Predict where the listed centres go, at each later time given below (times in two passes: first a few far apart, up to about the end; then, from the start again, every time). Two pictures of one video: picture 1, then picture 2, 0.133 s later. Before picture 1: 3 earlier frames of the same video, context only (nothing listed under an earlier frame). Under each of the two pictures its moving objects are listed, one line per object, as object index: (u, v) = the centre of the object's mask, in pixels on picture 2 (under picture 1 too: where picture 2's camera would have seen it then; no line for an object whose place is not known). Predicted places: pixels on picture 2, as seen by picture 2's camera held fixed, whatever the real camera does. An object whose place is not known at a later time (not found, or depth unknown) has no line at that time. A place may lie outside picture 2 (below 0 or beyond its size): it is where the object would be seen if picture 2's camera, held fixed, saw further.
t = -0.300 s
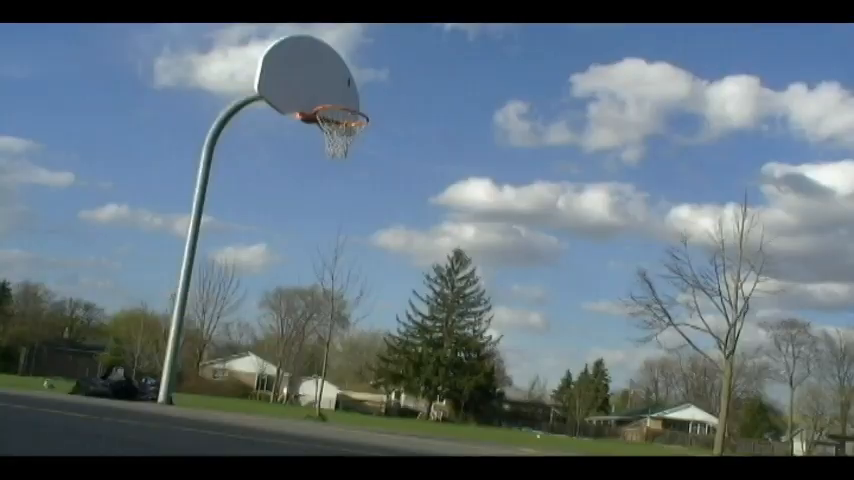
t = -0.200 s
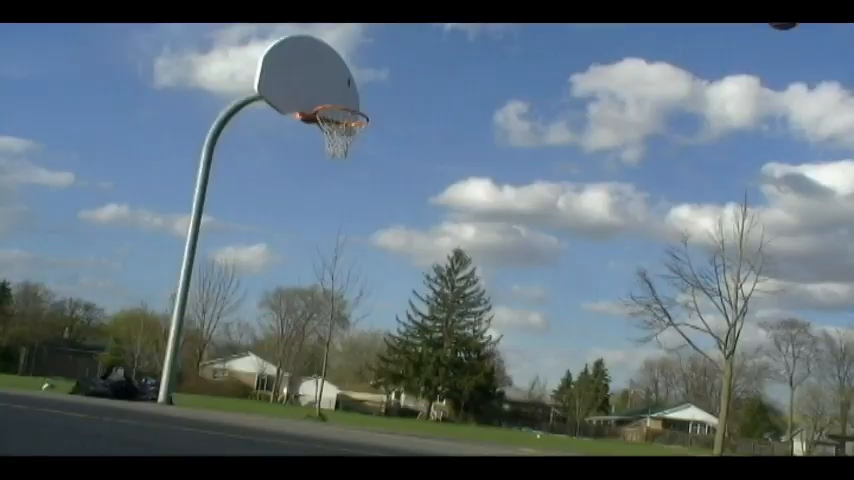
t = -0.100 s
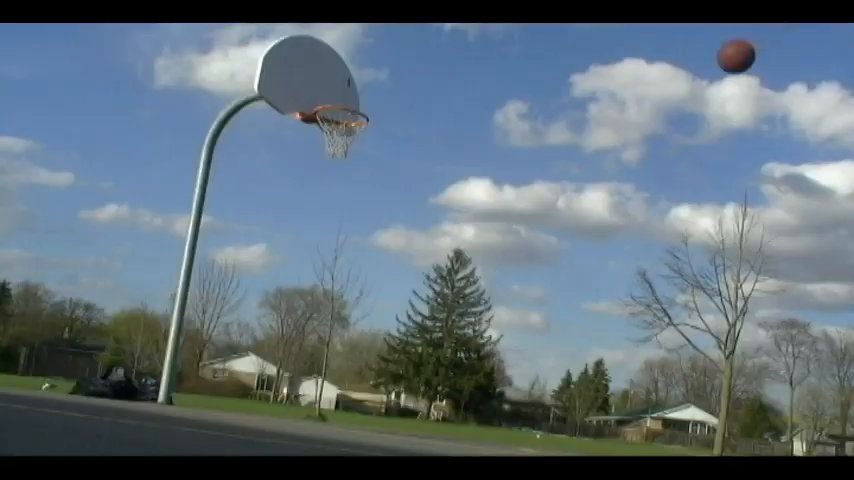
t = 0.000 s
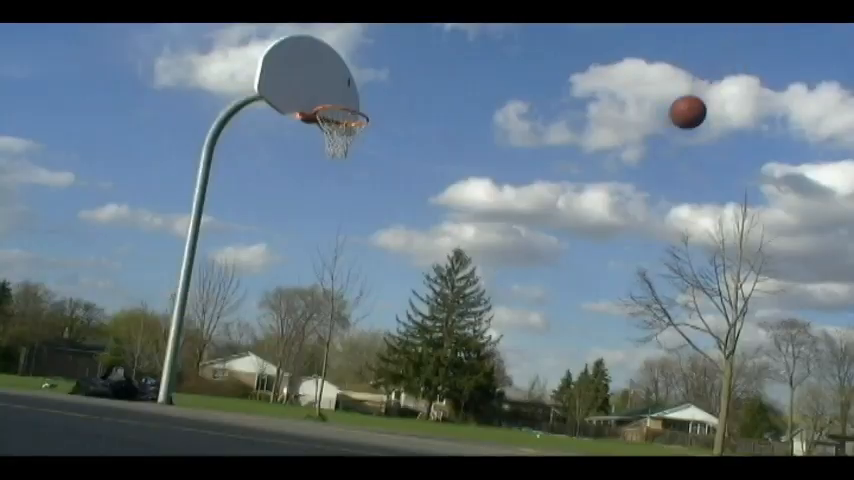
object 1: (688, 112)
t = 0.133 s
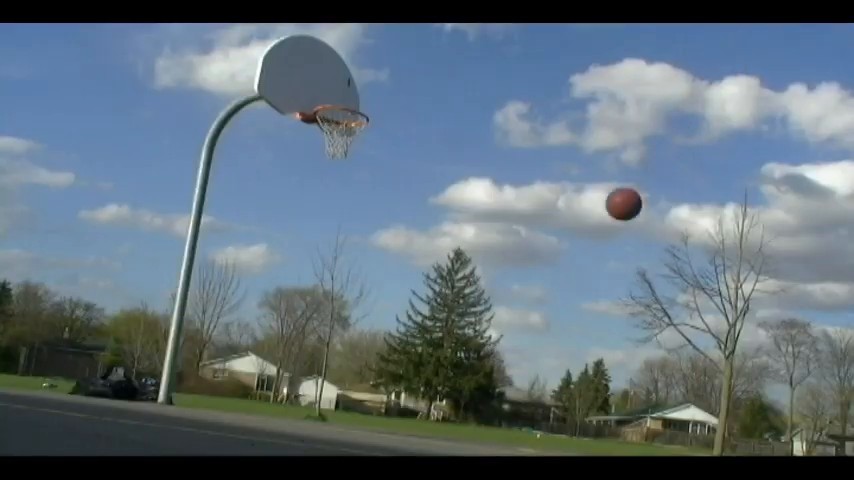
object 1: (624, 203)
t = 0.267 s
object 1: (558, 316)
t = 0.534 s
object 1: (496, 318)
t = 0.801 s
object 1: (486, 192)
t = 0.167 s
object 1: (607, 229)
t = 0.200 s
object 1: (591, 257)
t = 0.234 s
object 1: (574, 286)
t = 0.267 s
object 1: (558, 316)
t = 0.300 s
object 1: (541, 347)
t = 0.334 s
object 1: (524, 380)
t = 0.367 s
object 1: (504, 413)
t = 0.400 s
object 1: (497, 420)
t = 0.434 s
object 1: (498, 391)
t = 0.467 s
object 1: (497, 366)
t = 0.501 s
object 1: (497, 341)
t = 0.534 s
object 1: (496, 318)
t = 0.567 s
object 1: (496, 297)
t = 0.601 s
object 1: (495, 278)
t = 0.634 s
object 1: (494, 260)
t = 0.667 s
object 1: (492, 243)
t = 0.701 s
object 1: (491, 228)
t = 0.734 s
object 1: (489, 215)
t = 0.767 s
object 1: (488, 203)
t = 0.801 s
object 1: (486, 192)
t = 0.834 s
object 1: (484, 183)
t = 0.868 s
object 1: (482, 175)
